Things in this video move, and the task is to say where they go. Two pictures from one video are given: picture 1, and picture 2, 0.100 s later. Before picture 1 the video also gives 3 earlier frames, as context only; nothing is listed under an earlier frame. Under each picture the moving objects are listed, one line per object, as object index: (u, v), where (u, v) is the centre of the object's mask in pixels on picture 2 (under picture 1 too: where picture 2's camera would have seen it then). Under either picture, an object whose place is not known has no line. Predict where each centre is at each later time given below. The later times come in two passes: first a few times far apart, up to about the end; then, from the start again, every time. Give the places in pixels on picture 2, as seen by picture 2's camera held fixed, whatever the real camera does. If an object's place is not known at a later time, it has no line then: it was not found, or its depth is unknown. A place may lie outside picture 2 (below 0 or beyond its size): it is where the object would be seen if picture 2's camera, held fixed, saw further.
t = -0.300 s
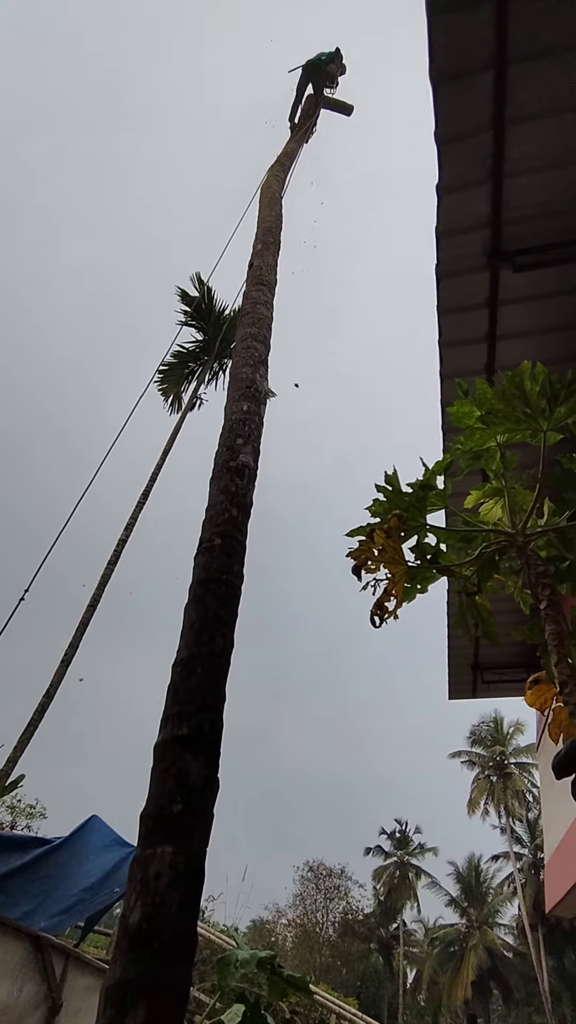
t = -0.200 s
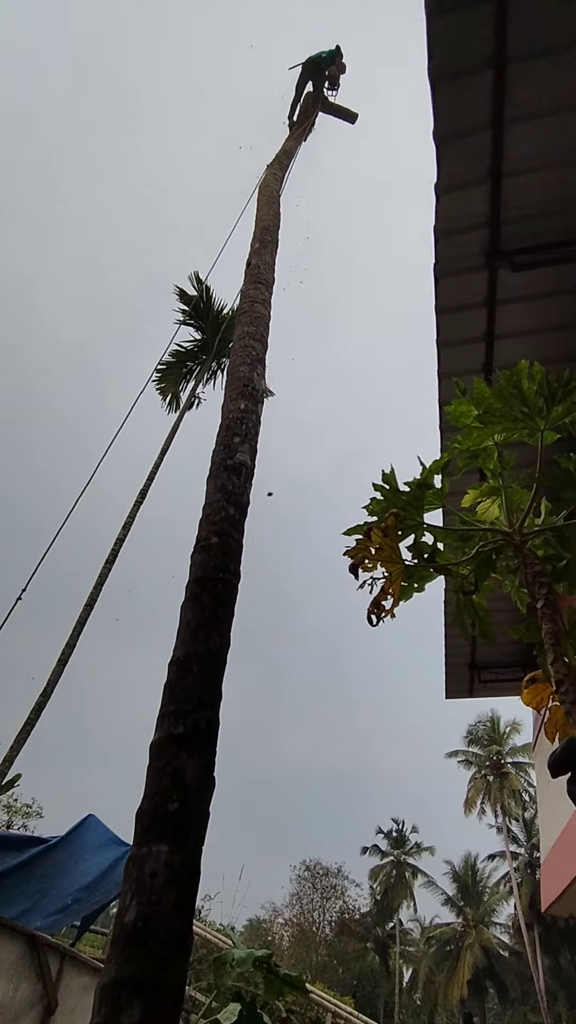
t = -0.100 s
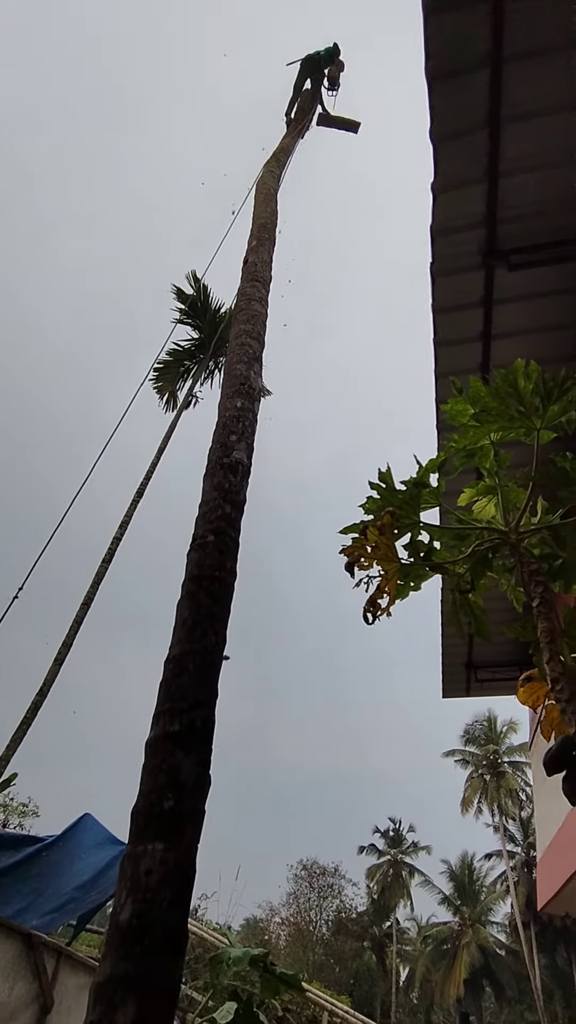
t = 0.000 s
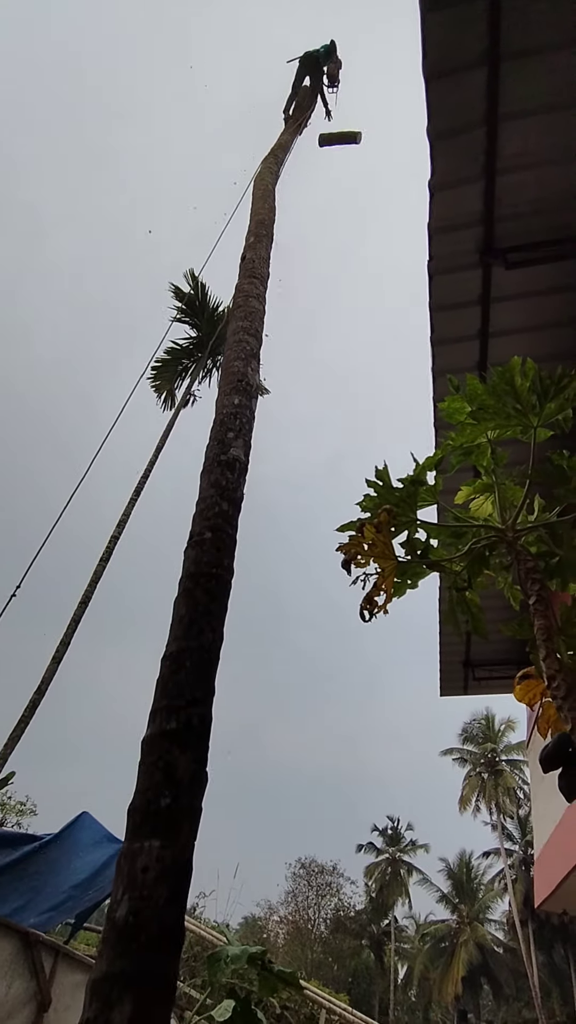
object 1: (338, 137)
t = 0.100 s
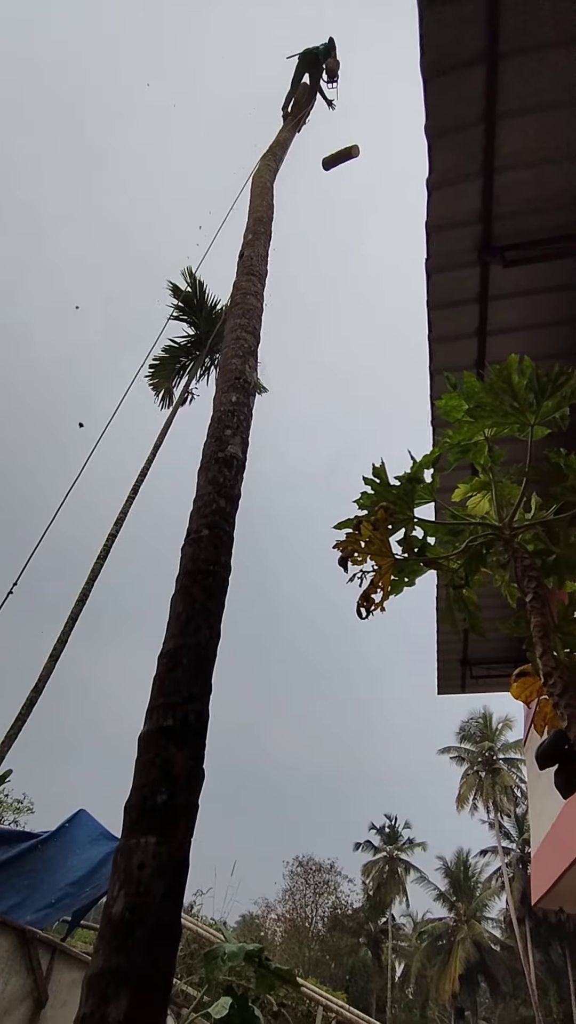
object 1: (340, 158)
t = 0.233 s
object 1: (342, 191)
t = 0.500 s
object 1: (339, 293)
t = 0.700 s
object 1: (331, 416)
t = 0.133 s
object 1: (341, 165)
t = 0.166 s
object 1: (341, 173)
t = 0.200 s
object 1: (342, 182)
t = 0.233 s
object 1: (342, 191)
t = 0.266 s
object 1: (342, 201)
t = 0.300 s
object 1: (342, 212)
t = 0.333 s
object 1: (342, 223)
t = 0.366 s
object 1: (342, 235)
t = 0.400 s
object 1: (341, 248)
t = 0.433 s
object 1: (340, 262)
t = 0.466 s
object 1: (340, 277)
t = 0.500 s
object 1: (339, 293)
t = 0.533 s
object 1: (338, 310)
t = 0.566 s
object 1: (337, 328)
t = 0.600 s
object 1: (336, 348)
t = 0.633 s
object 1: (335, 369)
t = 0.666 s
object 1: (333, 391)
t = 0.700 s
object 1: (331, 416)
